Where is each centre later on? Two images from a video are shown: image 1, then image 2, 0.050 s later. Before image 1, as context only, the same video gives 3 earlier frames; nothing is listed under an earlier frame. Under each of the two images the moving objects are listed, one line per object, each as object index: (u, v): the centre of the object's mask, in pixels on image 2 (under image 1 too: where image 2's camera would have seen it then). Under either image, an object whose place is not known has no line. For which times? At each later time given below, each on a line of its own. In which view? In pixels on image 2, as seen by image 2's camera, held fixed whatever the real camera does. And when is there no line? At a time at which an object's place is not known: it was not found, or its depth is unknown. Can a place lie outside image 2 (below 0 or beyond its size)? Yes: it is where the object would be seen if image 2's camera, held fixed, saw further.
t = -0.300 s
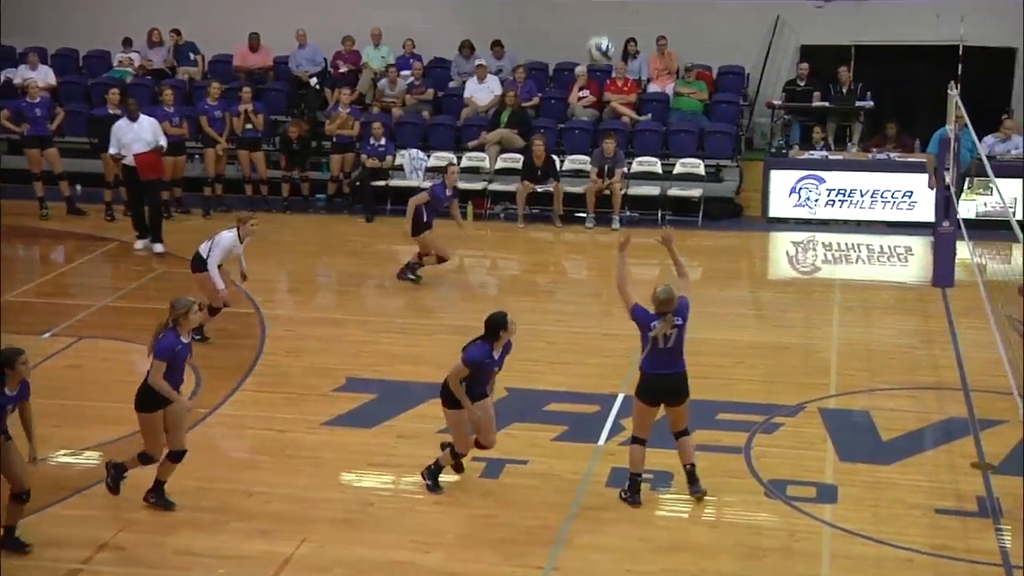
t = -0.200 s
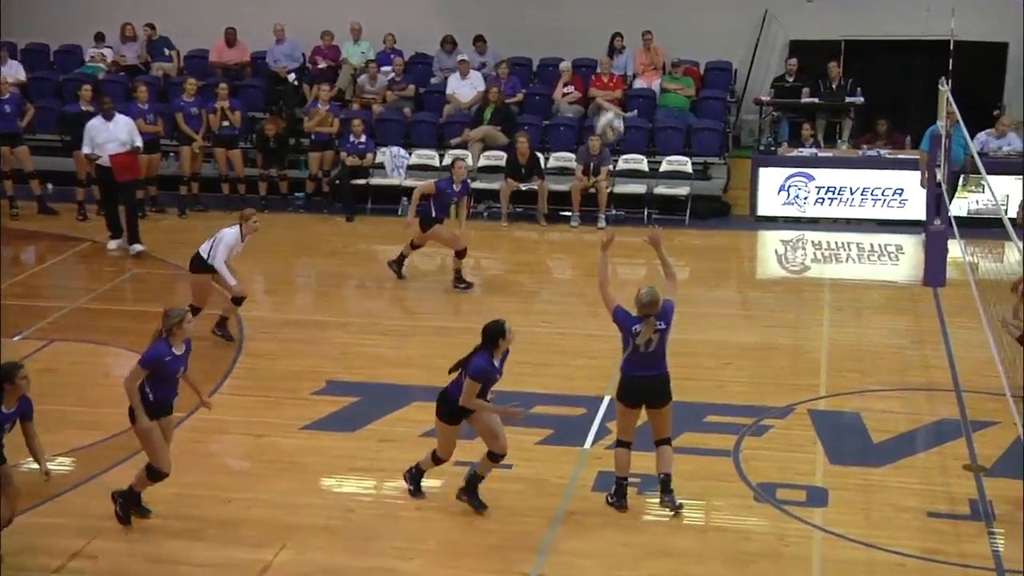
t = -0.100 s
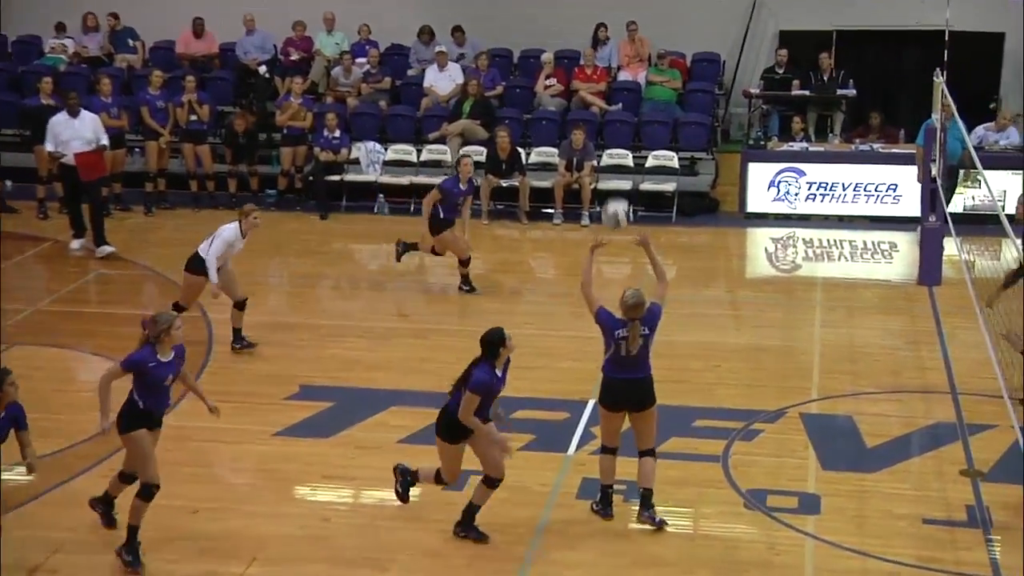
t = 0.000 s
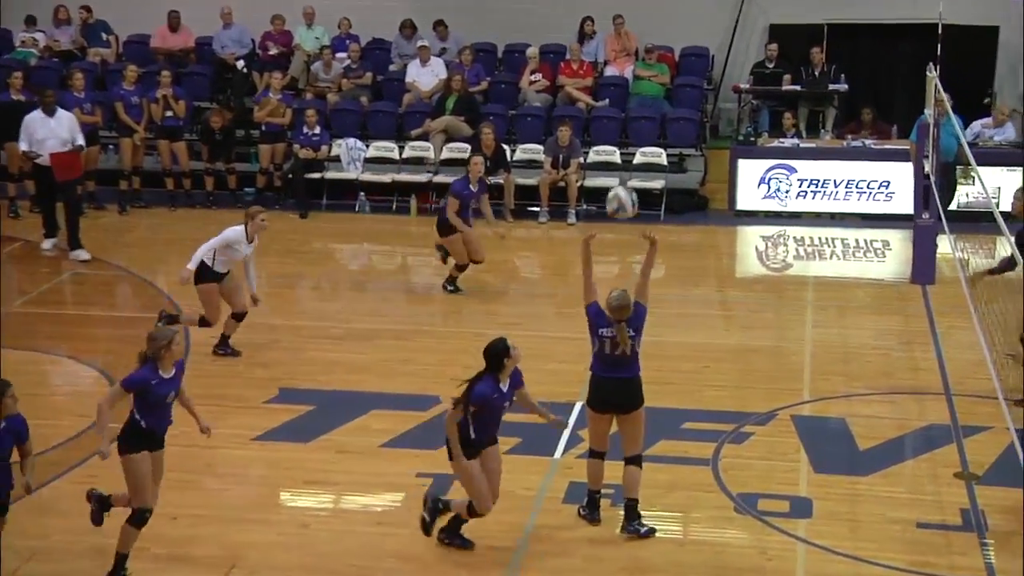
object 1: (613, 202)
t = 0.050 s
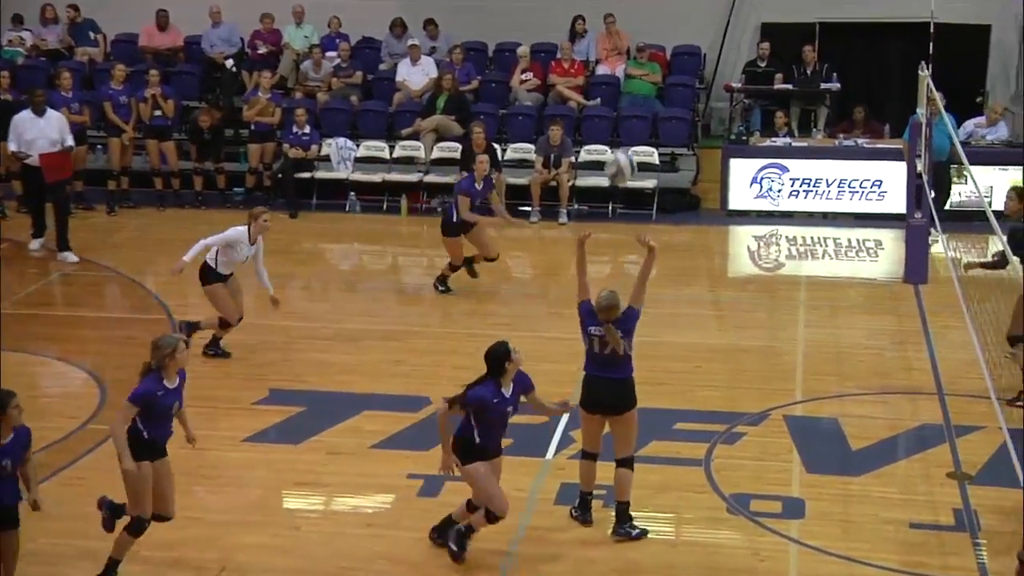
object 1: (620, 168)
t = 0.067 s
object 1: (622, 155)
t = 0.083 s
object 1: (625, 145)
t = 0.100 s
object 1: (628, 134)
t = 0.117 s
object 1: (630, 125)
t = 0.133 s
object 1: (633, 115)
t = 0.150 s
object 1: (635, 106)
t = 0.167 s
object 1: (638, 94)
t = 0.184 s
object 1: (640, 86)
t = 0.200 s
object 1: (643, 78)
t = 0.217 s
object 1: (645, 70)
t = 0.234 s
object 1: (647, 63)
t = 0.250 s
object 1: (649, 55)
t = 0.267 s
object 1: (652, 50)
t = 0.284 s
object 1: (655, 42)
